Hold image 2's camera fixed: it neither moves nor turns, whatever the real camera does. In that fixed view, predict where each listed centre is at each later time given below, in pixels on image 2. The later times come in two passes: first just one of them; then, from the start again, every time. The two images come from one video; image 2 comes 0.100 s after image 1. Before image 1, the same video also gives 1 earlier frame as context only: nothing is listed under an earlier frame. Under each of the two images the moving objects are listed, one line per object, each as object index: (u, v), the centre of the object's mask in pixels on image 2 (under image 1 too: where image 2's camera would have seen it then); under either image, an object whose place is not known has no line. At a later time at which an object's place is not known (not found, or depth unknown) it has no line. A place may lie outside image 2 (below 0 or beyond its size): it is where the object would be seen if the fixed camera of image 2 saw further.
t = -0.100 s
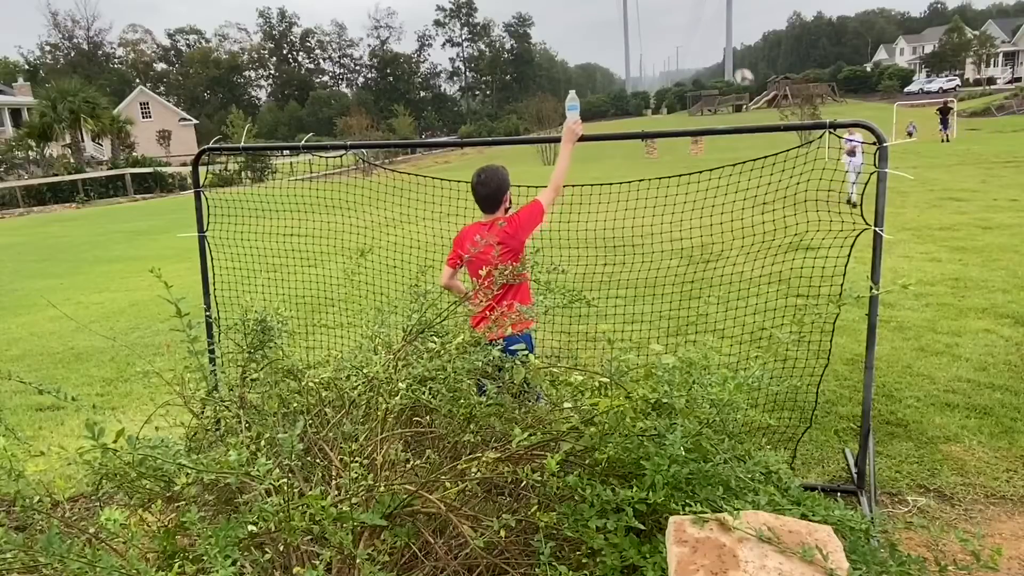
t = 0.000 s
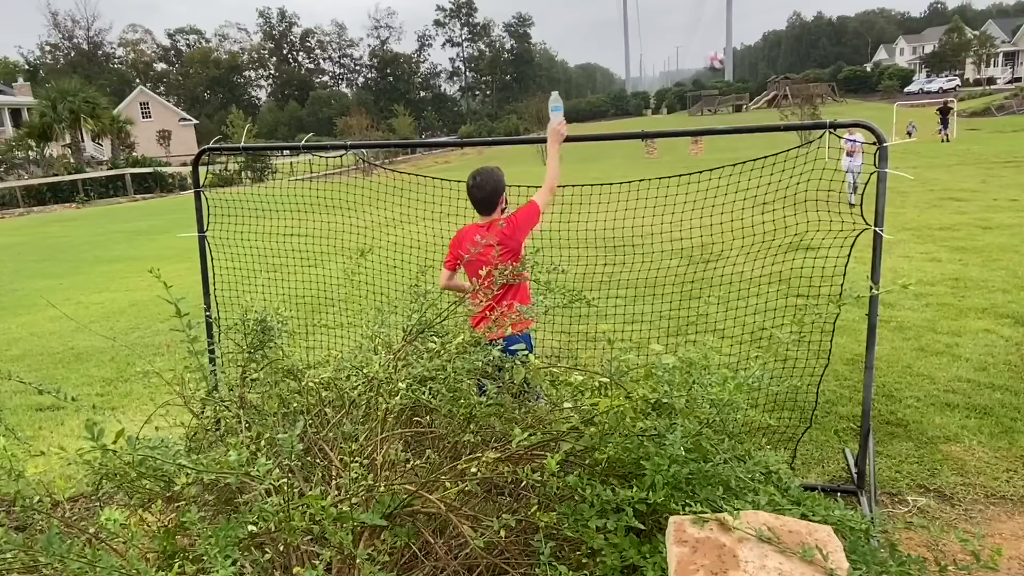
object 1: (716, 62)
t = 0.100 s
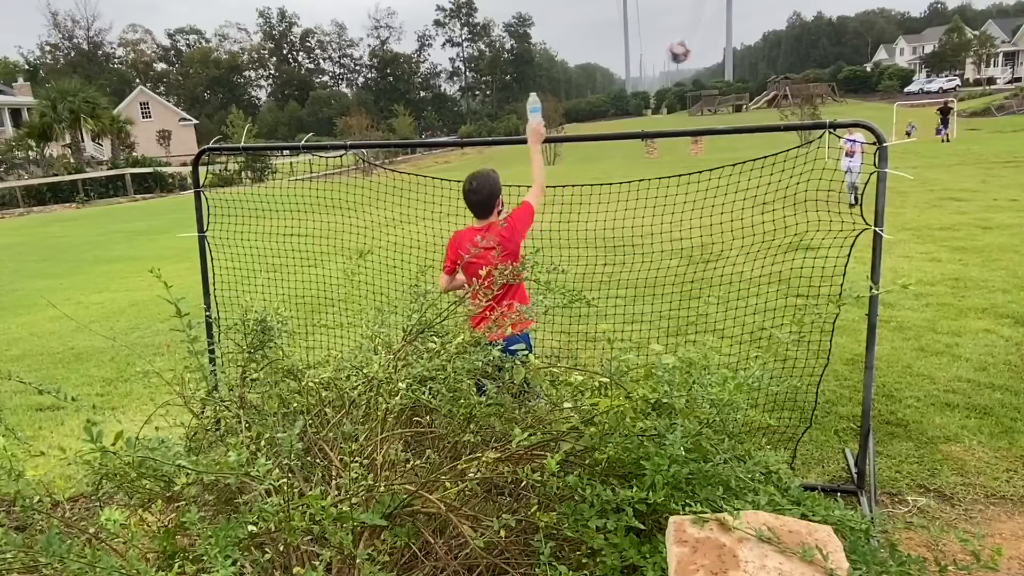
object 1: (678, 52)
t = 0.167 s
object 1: (651, 49)
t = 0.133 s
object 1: (666, 51)
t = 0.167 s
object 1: (651, 49)
